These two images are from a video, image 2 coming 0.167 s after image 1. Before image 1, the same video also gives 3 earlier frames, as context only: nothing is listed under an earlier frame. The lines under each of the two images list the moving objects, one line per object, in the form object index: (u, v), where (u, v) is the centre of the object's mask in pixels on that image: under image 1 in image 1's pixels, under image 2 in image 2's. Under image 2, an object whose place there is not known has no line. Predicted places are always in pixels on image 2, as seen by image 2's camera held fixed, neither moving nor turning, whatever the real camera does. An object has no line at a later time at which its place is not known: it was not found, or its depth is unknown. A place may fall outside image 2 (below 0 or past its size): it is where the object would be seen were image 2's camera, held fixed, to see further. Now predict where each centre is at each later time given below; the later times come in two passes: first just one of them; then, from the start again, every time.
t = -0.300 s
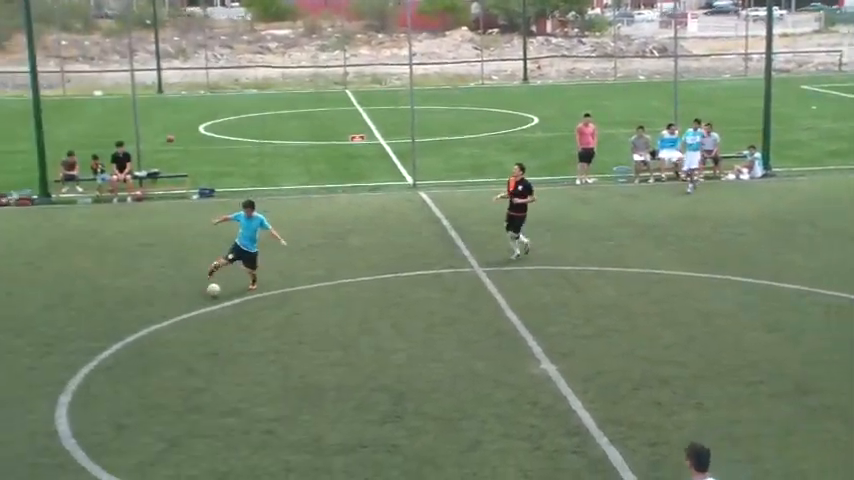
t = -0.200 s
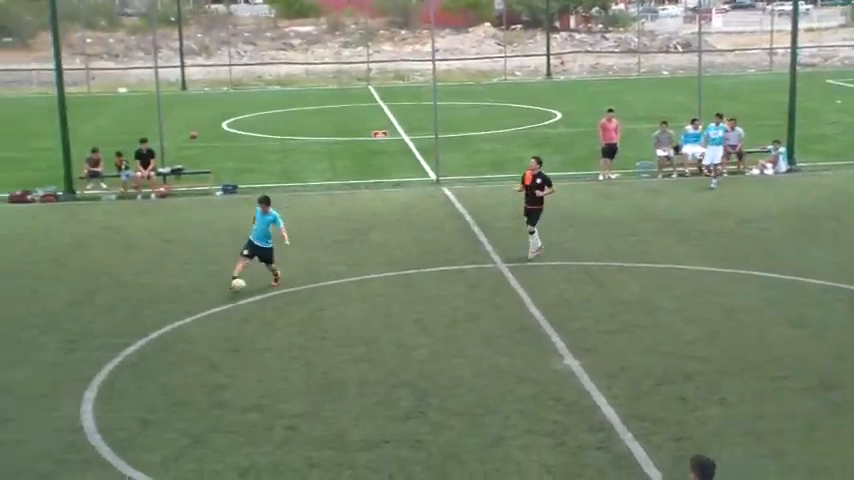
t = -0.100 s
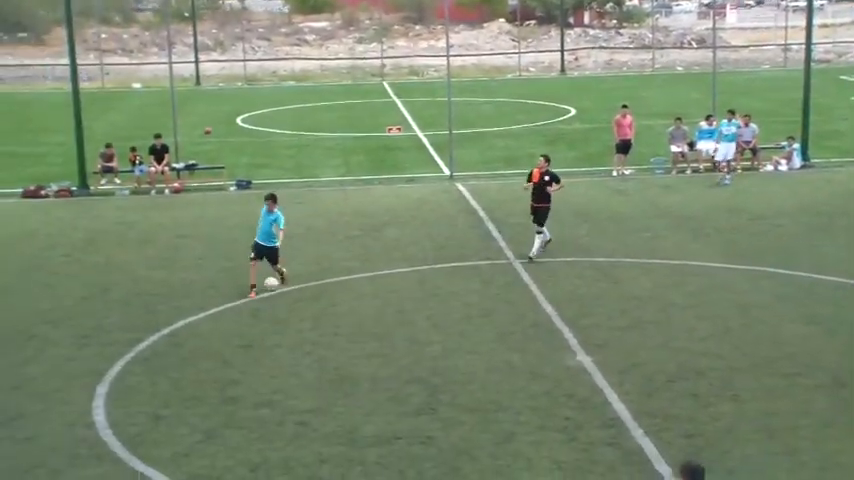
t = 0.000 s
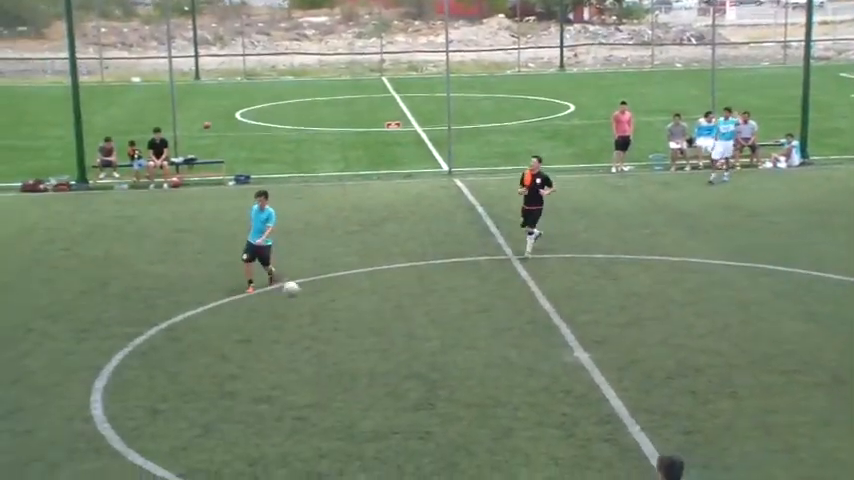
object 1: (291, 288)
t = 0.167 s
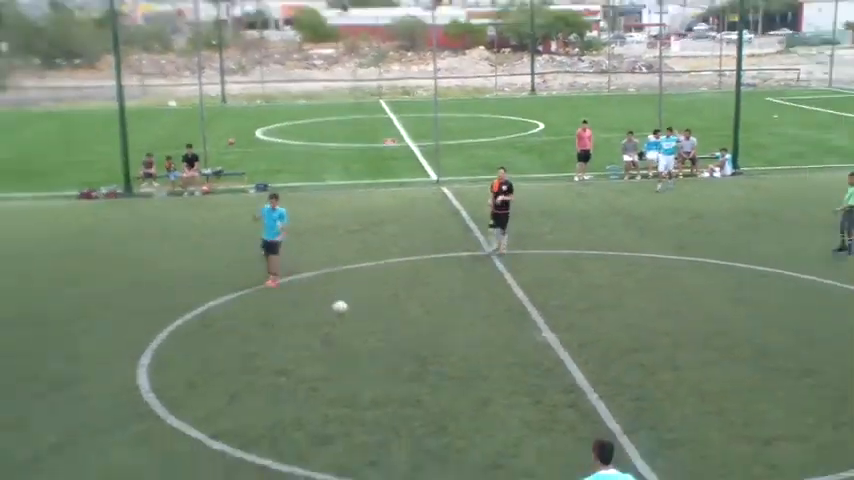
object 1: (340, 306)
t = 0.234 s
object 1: (355, 324)
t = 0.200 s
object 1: (347, 315)
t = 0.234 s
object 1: (355, 324)
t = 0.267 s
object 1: (364, 334)
